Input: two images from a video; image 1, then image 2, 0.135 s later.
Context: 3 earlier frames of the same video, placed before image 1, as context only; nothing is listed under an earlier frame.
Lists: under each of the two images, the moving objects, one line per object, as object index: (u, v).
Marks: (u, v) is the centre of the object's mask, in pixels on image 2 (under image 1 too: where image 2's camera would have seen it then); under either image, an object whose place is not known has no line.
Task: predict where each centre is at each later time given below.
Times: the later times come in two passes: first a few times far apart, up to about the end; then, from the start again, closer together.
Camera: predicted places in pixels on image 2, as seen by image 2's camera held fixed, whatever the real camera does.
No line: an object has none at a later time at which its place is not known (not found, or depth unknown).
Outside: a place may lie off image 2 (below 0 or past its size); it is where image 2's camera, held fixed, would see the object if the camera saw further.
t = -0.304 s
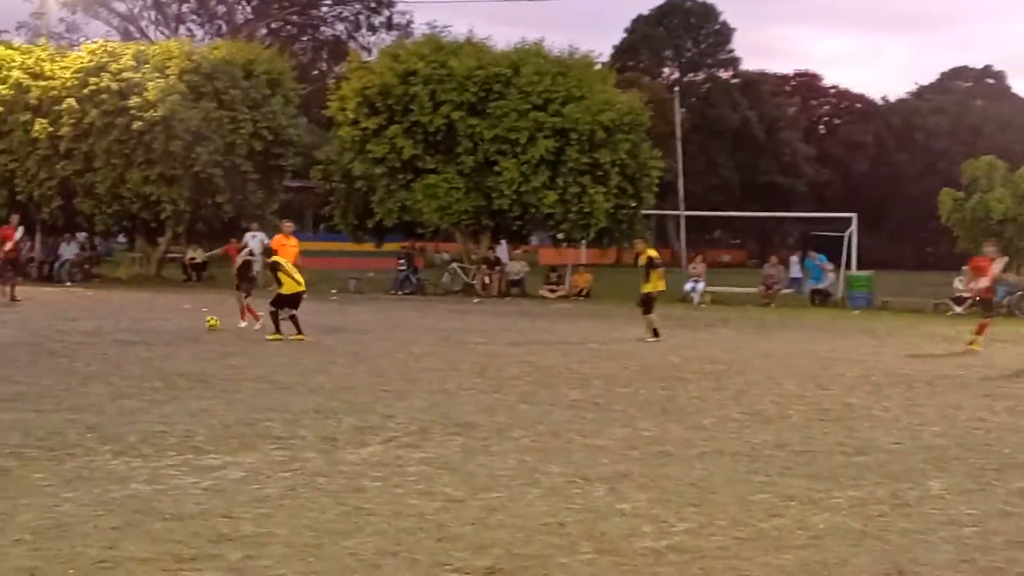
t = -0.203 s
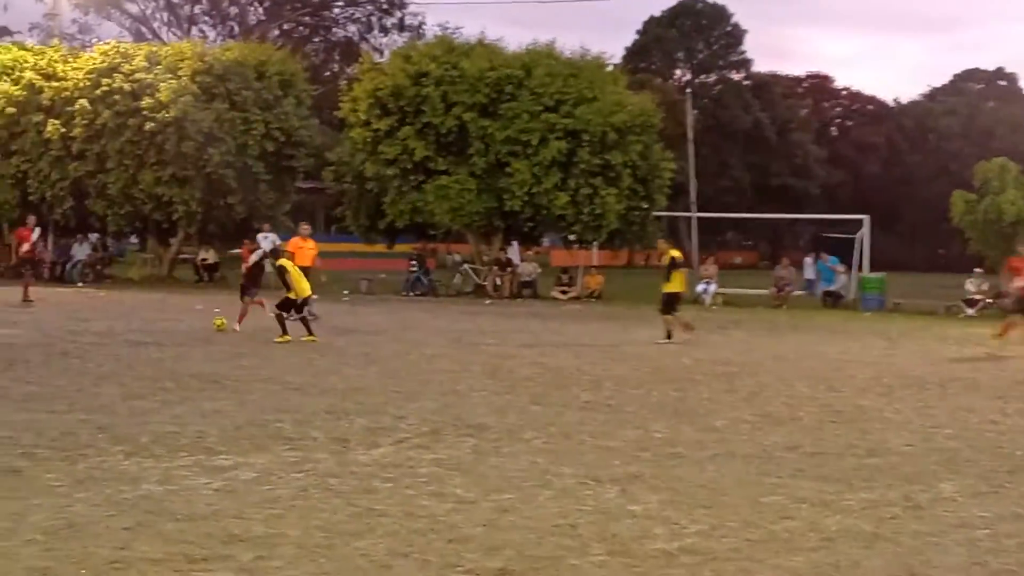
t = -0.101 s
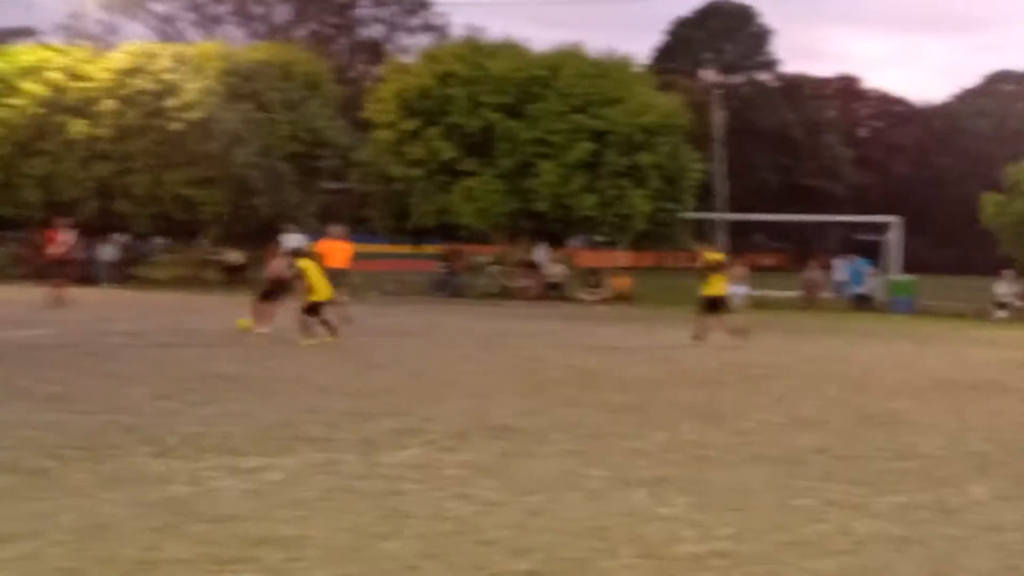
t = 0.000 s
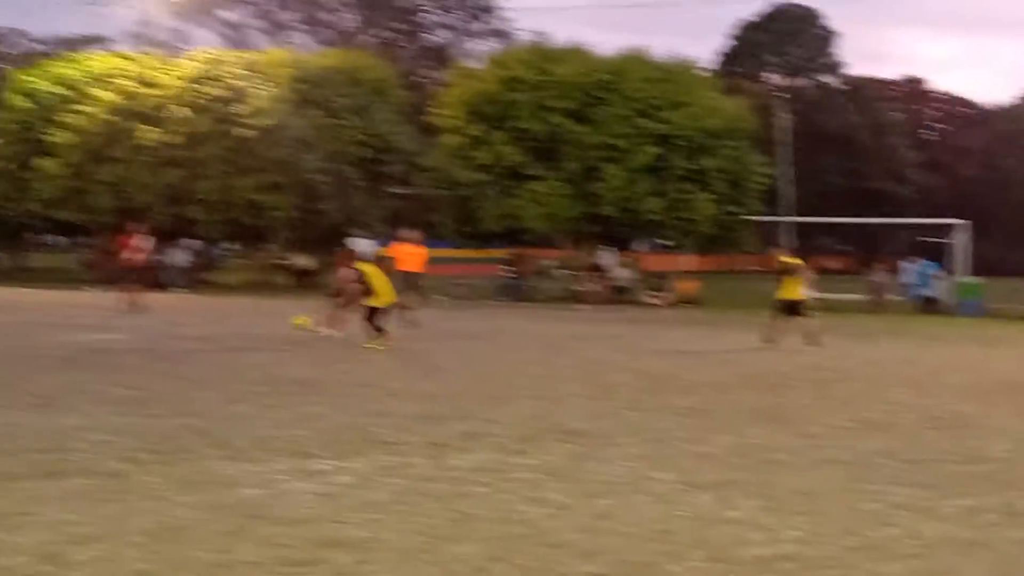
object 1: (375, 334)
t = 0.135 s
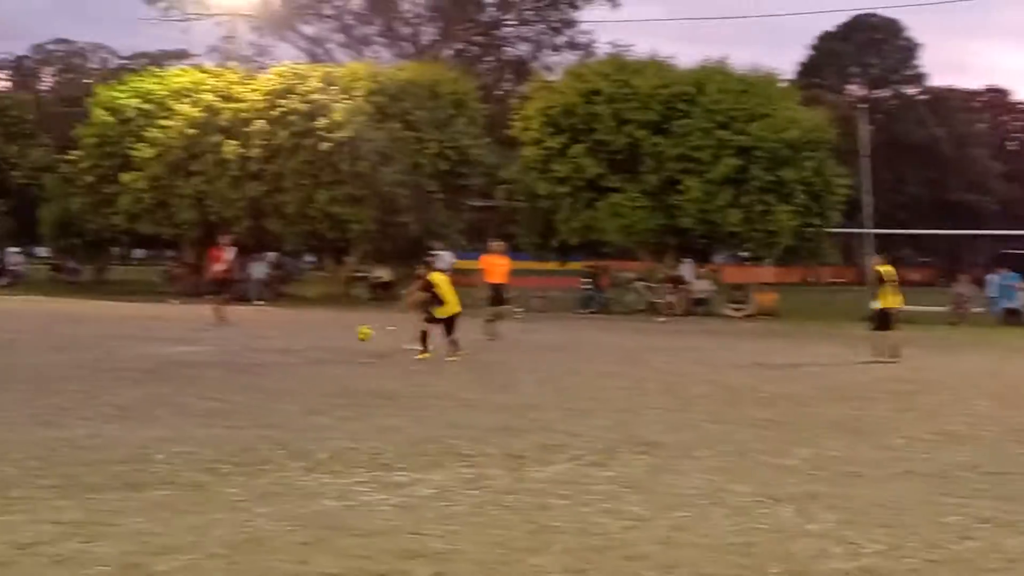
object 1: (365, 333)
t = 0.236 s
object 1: (353, 341)
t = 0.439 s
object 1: (334, 369)
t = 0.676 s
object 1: (315, 382)
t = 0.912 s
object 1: (305, 387)
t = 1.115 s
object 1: (294, 412)
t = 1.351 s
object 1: (277, 432)
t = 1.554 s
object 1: (261, 449)
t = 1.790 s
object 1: (240, 474)
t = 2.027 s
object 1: (216, 491)
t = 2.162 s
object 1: (197, 516)
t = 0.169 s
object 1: (360, 335)
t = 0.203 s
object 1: (356, 337)
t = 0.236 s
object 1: (353, 341)
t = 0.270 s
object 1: (350, 346)
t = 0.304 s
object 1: (347, 351)
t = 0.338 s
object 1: (343, 358)
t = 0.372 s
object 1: (339, 367)
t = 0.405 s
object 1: (336, 370)
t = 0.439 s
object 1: (334, 369)
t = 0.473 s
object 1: (331, 367)
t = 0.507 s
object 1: (328, 367)
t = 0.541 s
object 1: (325, 367)
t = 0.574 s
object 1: (323, 369)
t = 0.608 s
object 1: (320, 373)
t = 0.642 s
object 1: (318, 377)
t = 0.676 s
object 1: (315, 382)
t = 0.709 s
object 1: (312, 390)
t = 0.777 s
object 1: (309, 387)
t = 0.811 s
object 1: (308, 386)
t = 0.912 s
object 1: (305, 387)
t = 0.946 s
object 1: (304, 390)
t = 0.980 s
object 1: (300, 394)
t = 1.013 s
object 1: (299, 400)
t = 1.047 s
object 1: (298, 407)
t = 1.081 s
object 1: (296, 413)
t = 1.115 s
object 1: (294, 412)
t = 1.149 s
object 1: (292, 411)
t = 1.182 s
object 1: (290, 411)
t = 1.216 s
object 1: (288, 413)
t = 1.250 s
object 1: (286, 416)
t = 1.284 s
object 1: (283, 420)
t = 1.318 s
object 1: (279, 426)
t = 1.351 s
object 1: (277, 432)
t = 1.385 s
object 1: (274, 433)
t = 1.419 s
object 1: (271, 436)
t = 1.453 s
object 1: (269, 440)
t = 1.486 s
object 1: (266, 445)
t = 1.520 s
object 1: (263, 447)
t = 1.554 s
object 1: (261, 449)
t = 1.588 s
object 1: (259, 453)
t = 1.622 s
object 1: (256, 458)
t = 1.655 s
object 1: (253, 459)
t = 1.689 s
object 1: (249, 461)
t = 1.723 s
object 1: (246, 465)
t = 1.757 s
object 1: (242, 470)
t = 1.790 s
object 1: (240, 474)
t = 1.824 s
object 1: (236, 476)
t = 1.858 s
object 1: (233, 480)
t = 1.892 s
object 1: (231, 484)
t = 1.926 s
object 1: (227, 488)
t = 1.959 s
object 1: (224, 487)
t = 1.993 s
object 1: (220, 487)
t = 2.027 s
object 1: (216, 491)
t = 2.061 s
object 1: (211, 497)
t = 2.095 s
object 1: (207, 503)
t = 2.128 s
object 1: (202, 513)
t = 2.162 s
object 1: (197, 516)
